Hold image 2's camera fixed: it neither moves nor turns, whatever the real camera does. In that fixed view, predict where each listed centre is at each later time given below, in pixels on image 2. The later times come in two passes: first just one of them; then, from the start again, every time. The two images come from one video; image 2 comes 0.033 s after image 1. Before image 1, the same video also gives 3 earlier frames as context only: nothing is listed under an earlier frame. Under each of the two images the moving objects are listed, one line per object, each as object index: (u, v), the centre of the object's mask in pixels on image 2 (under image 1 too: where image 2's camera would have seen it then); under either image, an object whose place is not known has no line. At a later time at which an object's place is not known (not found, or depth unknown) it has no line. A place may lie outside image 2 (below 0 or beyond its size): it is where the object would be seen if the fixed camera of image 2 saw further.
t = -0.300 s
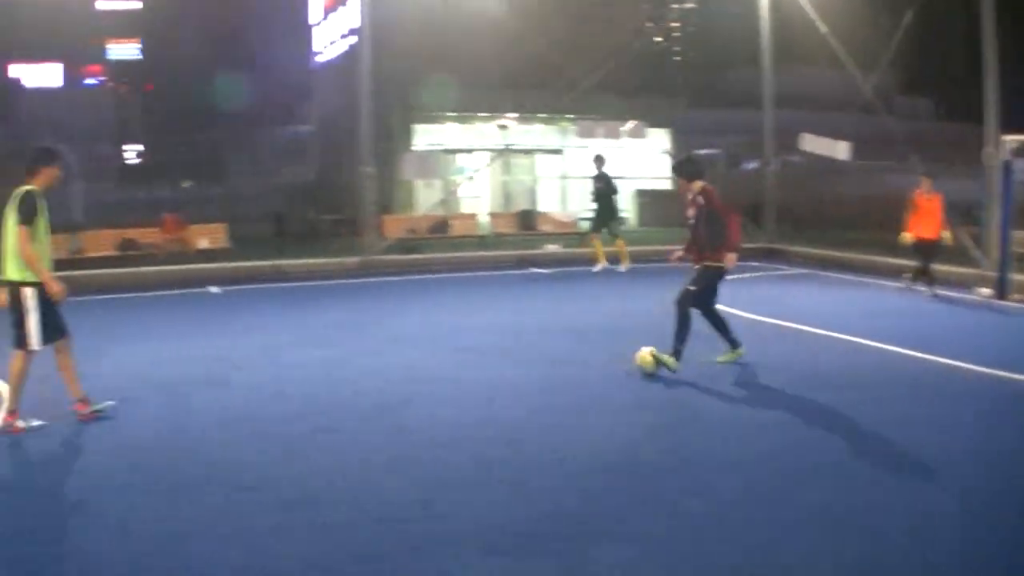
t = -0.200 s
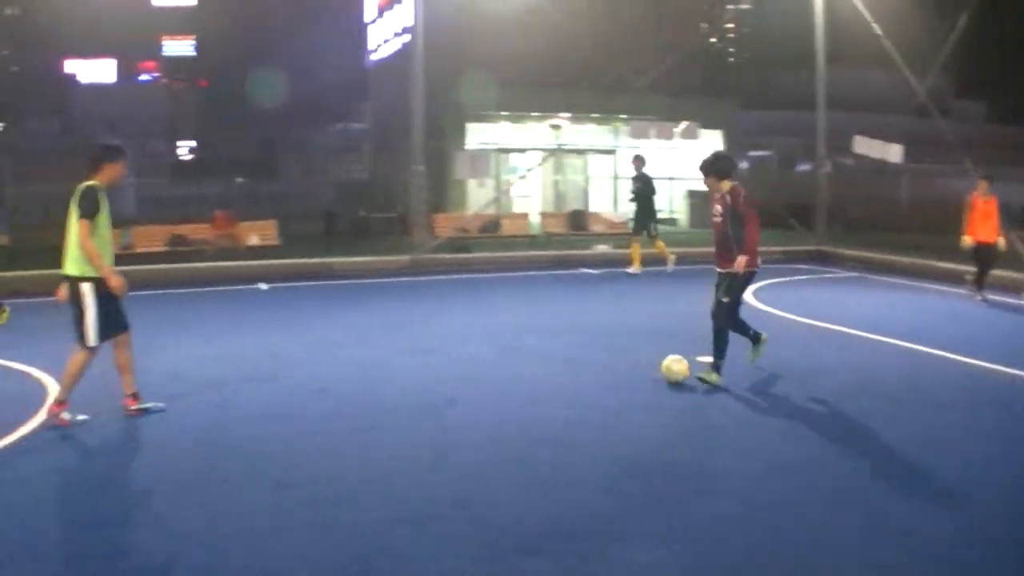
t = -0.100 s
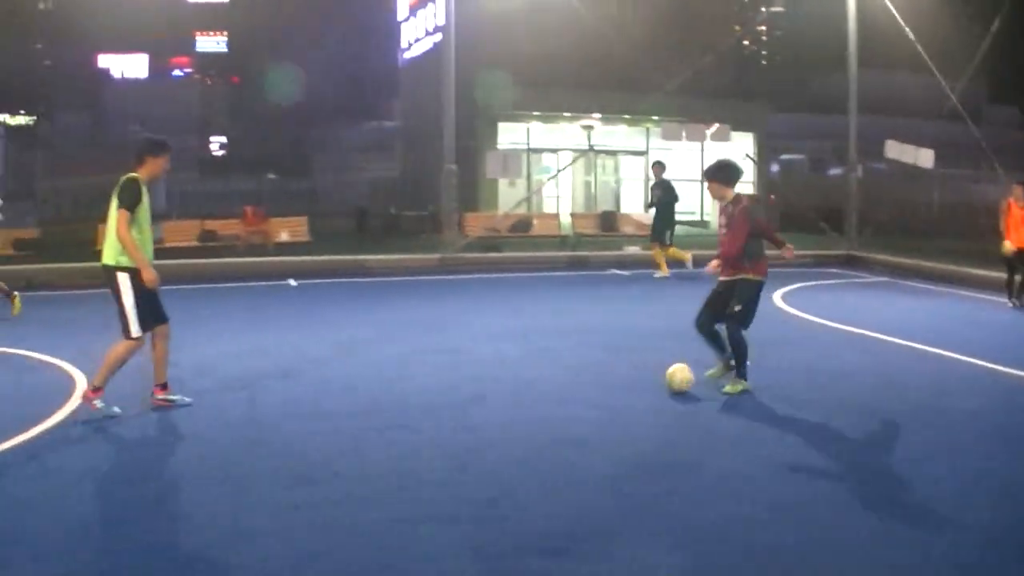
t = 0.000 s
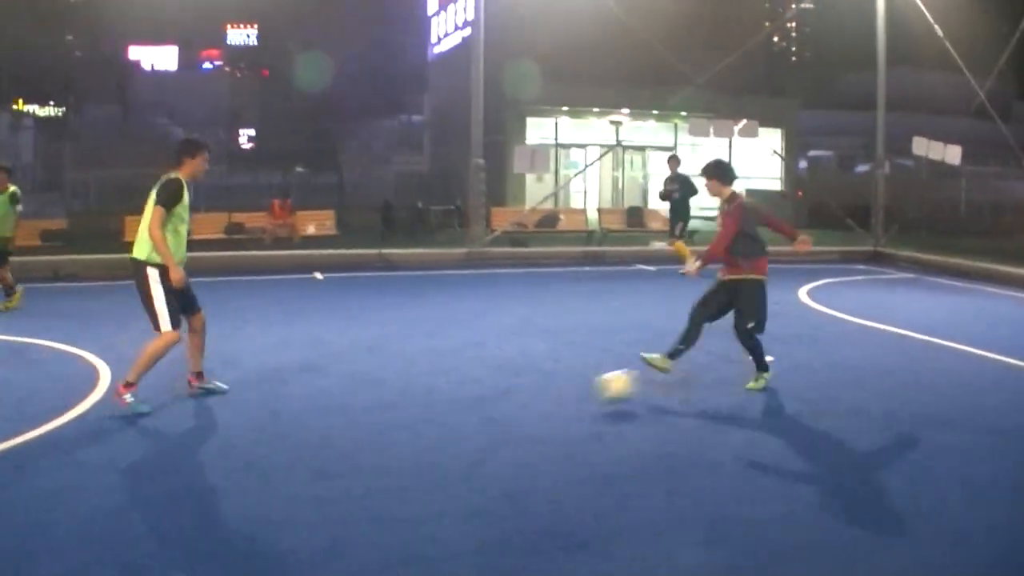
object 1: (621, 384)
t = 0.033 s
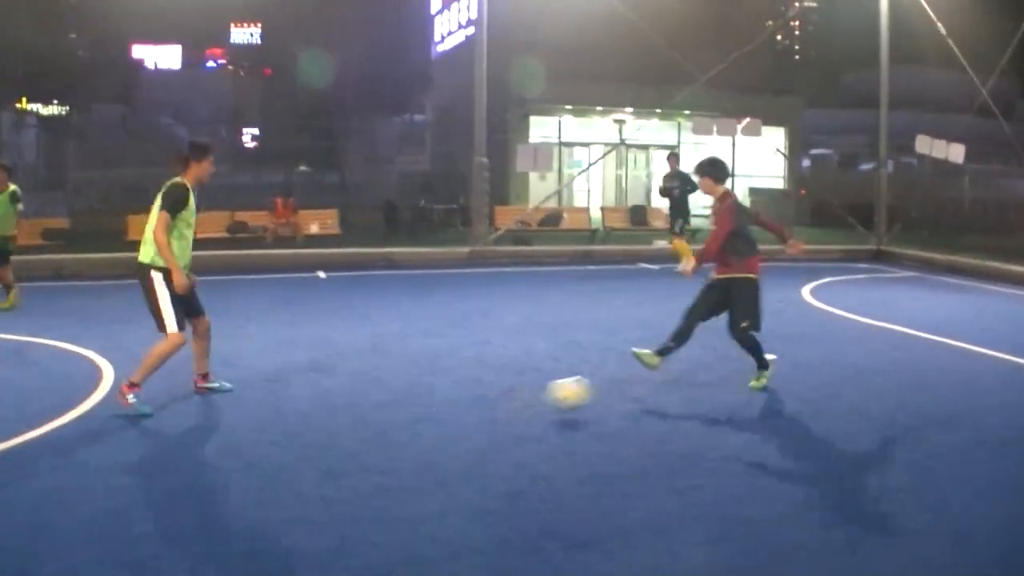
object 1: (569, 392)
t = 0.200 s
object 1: (248, 459)
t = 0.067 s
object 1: (514, 403)
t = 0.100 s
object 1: (454, 419)
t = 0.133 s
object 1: (390, 435)
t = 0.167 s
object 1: (323, 446)
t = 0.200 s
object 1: (248, 459)
